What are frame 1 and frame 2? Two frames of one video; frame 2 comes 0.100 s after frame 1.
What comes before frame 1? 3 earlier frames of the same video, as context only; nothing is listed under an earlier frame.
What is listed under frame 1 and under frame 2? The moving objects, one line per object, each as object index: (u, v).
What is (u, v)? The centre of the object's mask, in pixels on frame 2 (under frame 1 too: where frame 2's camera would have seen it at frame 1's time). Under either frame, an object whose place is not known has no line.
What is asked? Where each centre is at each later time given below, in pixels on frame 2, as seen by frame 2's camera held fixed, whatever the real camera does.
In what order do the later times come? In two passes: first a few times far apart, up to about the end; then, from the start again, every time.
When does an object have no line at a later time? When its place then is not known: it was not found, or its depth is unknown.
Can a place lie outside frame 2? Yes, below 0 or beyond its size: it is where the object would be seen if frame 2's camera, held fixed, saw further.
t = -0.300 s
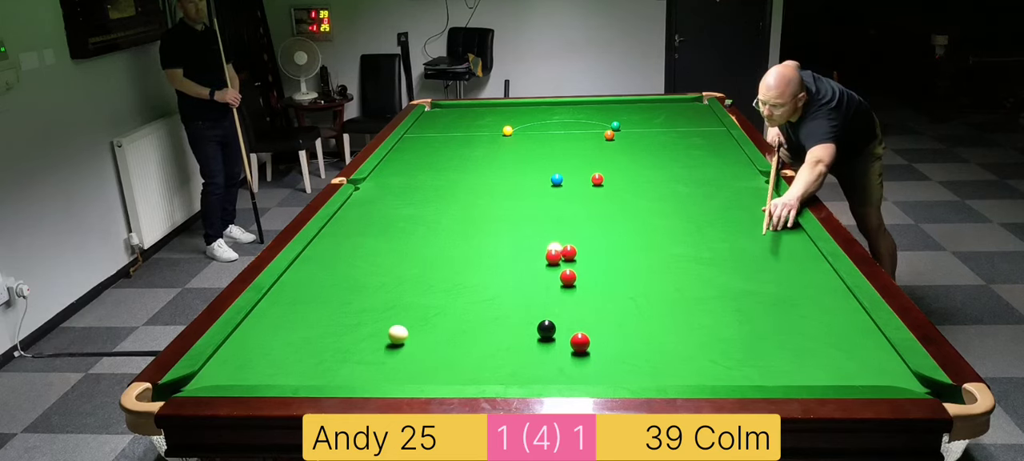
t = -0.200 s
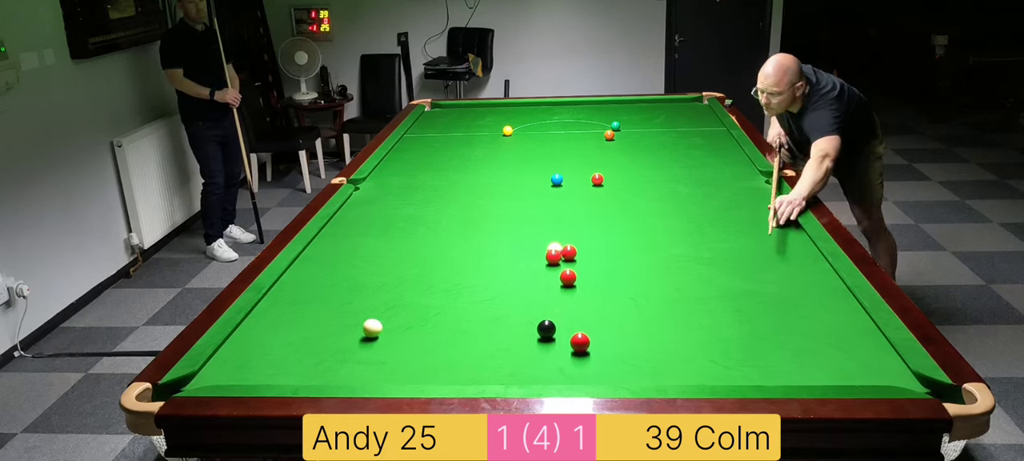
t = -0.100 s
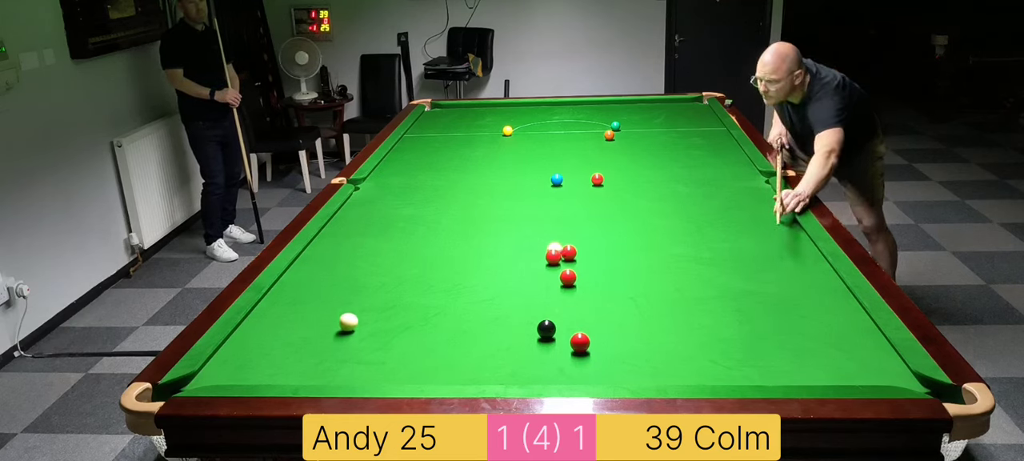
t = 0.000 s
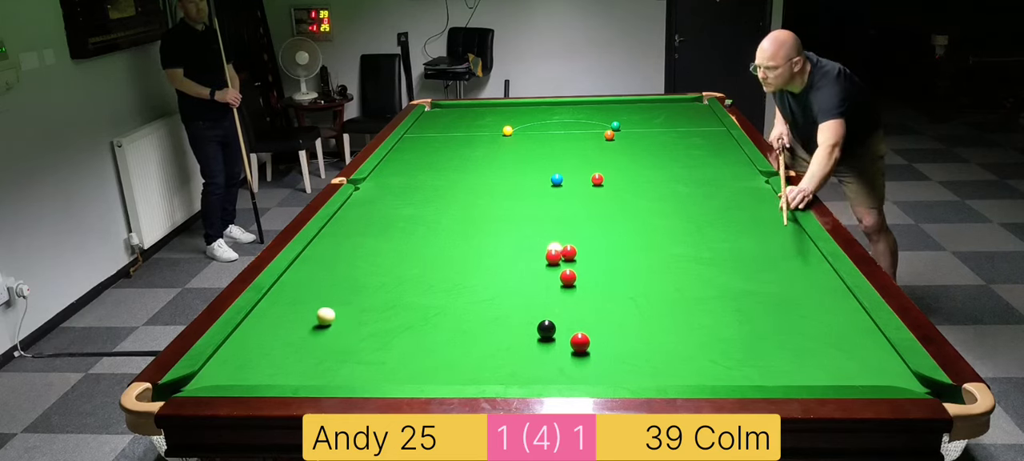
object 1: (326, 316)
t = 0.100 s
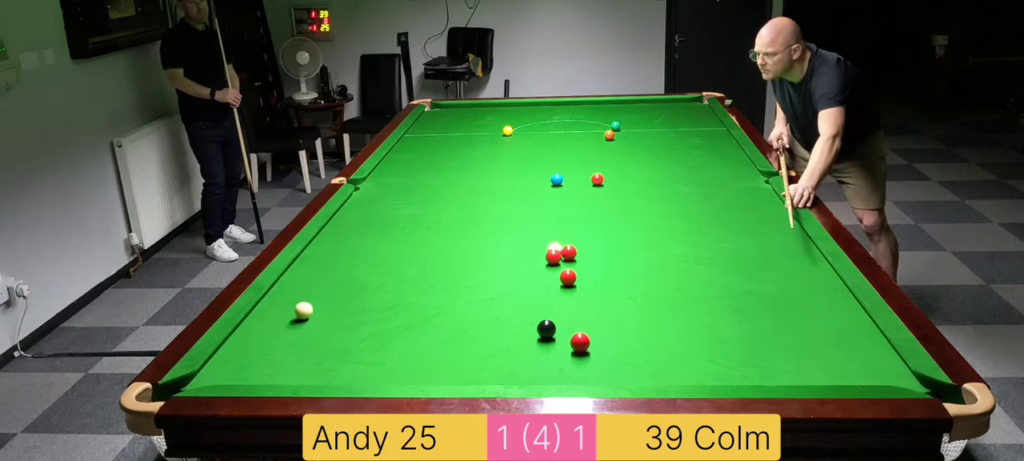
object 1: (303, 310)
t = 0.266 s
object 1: (269, 301)
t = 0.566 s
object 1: (322, 283)
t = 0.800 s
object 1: (361, 271)
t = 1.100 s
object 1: (405, 257)
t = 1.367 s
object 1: (440, 245)
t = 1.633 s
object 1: (472, 235)
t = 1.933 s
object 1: (504, 224)
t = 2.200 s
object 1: (529, 216)
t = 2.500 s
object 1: (555, 208)
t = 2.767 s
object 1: (575, 201)
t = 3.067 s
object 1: (596, 195)
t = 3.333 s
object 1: (612, 190)
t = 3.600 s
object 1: (627, 185)
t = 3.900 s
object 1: (642, 180)
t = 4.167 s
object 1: (654, 177)
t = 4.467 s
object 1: (666, 173)
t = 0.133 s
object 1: (297, 308)
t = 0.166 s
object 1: (290, 307)
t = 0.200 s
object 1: (283, 305)
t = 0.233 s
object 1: (276, 303)
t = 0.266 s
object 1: (269, 301)
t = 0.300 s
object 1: (269, 300)
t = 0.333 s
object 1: (278, 297)
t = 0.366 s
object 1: (285, 295)
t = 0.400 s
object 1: (292, 293)
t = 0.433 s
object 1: (298, 291)
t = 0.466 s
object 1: (305, 289)
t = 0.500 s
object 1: (311, 287)
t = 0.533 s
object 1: (317, 285)
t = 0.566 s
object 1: (322, 283)
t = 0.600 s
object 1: (328, 281)
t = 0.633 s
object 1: (334, 280)
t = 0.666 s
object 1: (339, 278)
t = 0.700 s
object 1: (345, 276)
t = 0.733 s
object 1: (350, 274)
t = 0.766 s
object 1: (355, 272)
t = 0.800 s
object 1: (361, 271)
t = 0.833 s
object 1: (366, 270)
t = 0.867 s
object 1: (371, 268)
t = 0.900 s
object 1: (377, 266)
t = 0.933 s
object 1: (381, 264)
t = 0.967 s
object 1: (386, 263)
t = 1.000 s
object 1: (391, 261)
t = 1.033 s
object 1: (396, 259)
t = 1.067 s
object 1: (401, 258)
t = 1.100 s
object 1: (405, 257)
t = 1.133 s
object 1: (410, 255)
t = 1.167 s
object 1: (414, 254)
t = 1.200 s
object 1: (419, 252)
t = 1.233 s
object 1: (424, 251)
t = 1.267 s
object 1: (428, 249)
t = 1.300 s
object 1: (432, 248)
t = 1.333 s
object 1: (437, 246)
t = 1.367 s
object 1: (440, 245)
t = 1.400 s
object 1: (445, 244)
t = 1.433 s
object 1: (449, 242)
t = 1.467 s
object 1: (453, 241)
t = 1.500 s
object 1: (457, 240)
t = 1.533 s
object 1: (461, 239)
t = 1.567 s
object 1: (464, 238)
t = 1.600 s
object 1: (468, 236)
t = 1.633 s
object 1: (472, 235)
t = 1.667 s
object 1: (476, 233)
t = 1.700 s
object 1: (480, 232)
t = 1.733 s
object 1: (483, 231)
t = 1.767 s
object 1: (487, 230)
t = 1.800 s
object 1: (490, 229)
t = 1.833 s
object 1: (494, 227)
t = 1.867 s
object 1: (497, 227)
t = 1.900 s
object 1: (500, 225)
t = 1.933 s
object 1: (504, 224)
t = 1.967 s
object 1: (507, 223)
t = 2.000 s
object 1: (511, 222)
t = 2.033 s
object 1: (513, 221)
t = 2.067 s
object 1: (517, 220)
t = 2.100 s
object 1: (520, 219)
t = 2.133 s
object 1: (523, 218)
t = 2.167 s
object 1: (526, 217)
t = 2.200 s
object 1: (529, 216)
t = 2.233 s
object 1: (532, 215)
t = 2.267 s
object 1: (535, 214)
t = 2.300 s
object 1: (538, 213)
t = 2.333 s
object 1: (541, 212)
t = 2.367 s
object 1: (544, 212)
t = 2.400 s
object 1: (547, 210)
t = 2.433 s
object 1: (549, 209)
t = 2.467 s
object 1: (552, 209)
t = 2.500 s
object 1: (555, 208)
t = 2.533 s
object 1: (557, 207)
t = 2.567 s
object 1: (560, 206)
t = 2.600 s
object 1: (563, 205)
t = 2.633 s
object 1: (565, 204)
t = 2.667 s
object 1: (567, 204)
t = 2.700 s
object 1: (570, 203)
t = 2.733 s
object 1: (573, 202)
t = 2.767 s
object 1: (575, 201)
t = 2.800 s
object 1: (577, 200)
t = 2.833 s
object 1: (580, 200)
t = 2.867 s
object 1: (582, 199)
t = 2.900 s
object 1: (585, 198)
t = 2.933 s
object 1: (587, 198)
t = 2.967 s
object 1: (589, 197)
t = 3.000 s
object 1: (592, 196)
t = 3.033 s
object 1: (594, 196)
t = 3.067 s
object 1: (596, 195)
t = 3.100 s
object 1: (598, 194)
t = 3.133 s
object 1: (600, 194)
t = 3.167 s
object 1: (602, 193)
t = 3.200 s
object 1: (604, 192)
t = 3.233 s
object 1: (606, 191)
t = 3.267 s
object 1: (608, 191)
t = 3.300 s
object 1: (610, 190)
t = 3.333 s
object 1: (612, 190)
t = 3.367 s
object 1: (614, 189)
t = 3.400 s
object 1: (616, 188)
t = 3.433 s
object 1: (618, 188)
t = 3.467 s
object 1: (619, 187)
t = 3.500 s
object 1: (621, 187)
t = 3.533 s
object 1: (623, 186)
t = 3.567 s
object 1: (625, 186)
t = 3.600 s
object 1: (627, 185)
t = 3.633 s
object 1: (629, 184)
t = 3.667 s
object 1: (630, 184)
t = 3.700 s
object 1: (632, 183)
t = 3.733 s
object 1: (634, 183)
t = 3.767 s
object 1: (635, 182)
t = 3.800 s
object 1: (637, 182)
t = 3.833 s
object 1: (639, 181)
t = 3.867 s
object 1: (640, 181)
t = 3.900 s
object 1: (642, 180)
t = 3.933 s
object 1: (644, 180)
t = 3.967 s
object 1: (645, 179)
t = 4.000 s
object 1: (646, 179)
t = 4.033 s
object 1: (648, 178)
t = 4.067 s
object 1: (649, 178)
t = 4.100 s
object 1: (651, 177)
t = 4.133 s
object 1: (652, 177)
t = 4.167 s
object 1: (654, 177)
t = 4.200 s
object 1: (655, 176)
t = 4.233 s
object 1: (656, 176)
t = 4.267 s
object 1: (658, 175)
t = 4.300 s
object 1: (659, 175)
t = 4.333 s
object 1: (660, 175)
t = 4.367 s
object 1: (662, 174)
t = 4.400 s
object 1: (663, 174)
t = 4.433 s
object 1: (664, 173)
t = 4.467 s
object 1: (666, 173)
